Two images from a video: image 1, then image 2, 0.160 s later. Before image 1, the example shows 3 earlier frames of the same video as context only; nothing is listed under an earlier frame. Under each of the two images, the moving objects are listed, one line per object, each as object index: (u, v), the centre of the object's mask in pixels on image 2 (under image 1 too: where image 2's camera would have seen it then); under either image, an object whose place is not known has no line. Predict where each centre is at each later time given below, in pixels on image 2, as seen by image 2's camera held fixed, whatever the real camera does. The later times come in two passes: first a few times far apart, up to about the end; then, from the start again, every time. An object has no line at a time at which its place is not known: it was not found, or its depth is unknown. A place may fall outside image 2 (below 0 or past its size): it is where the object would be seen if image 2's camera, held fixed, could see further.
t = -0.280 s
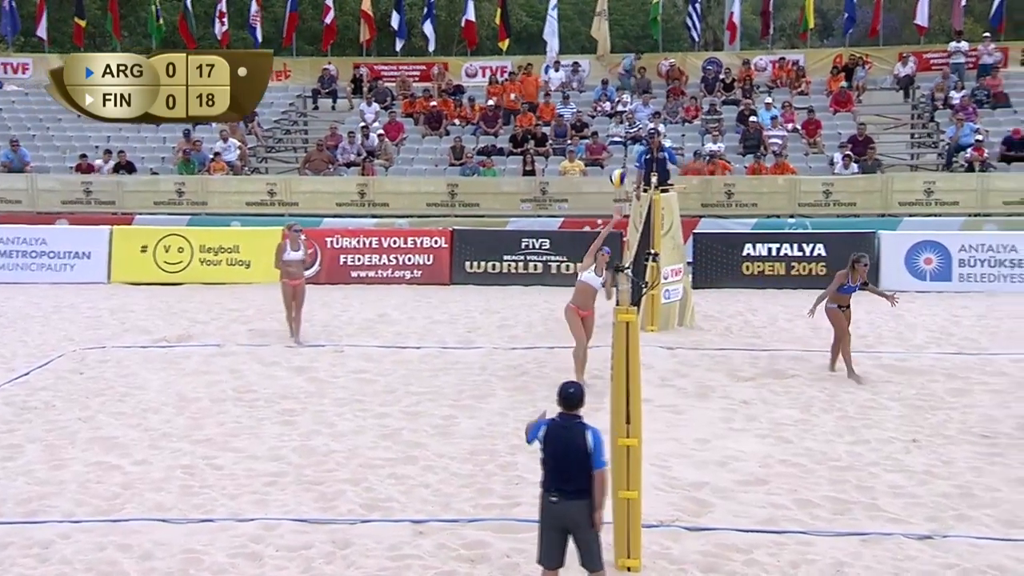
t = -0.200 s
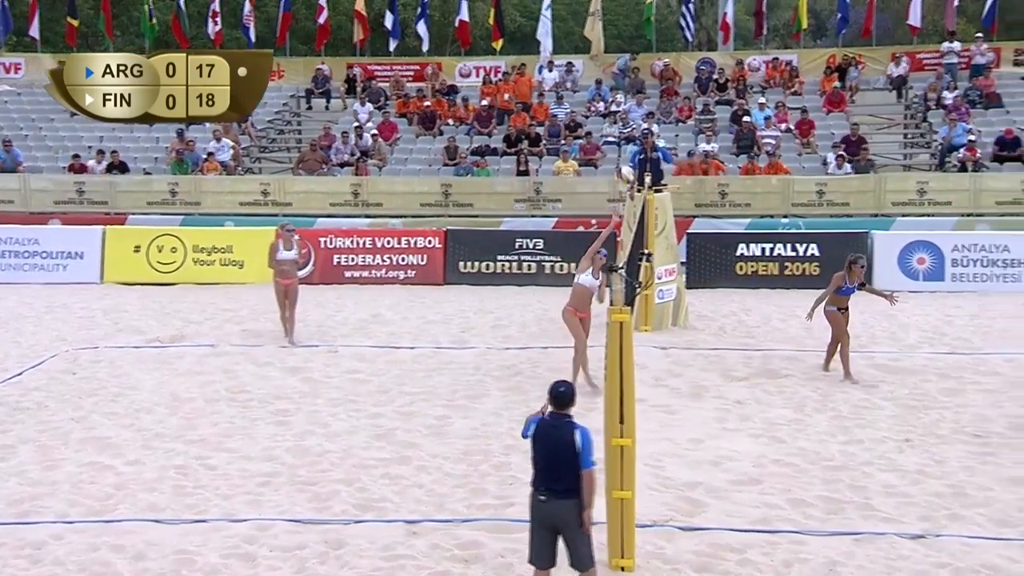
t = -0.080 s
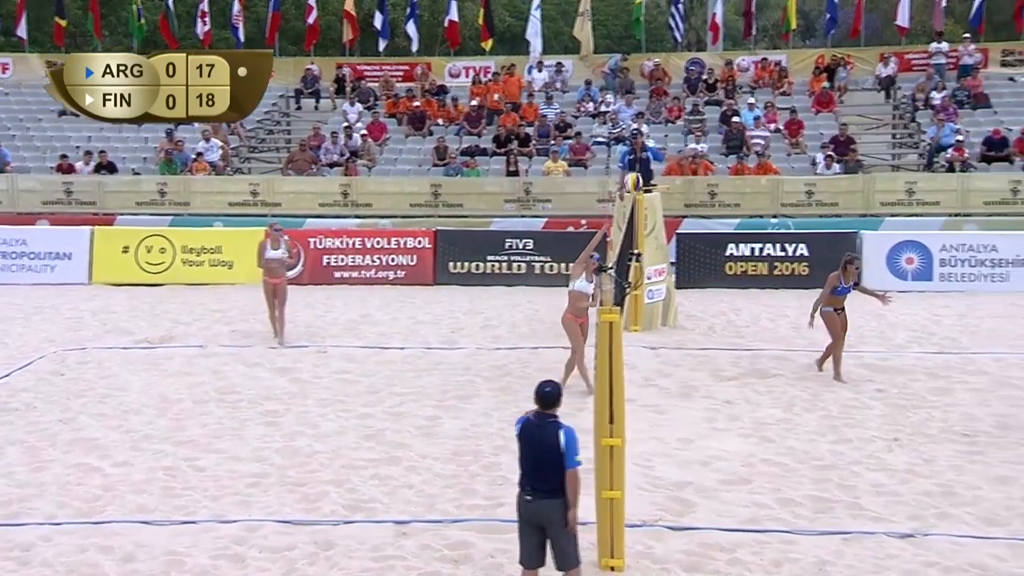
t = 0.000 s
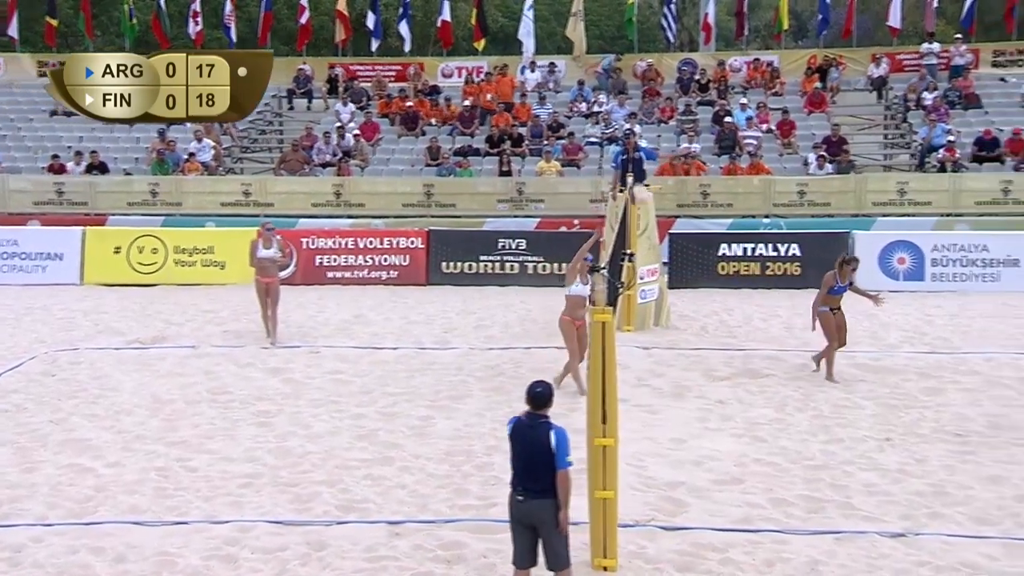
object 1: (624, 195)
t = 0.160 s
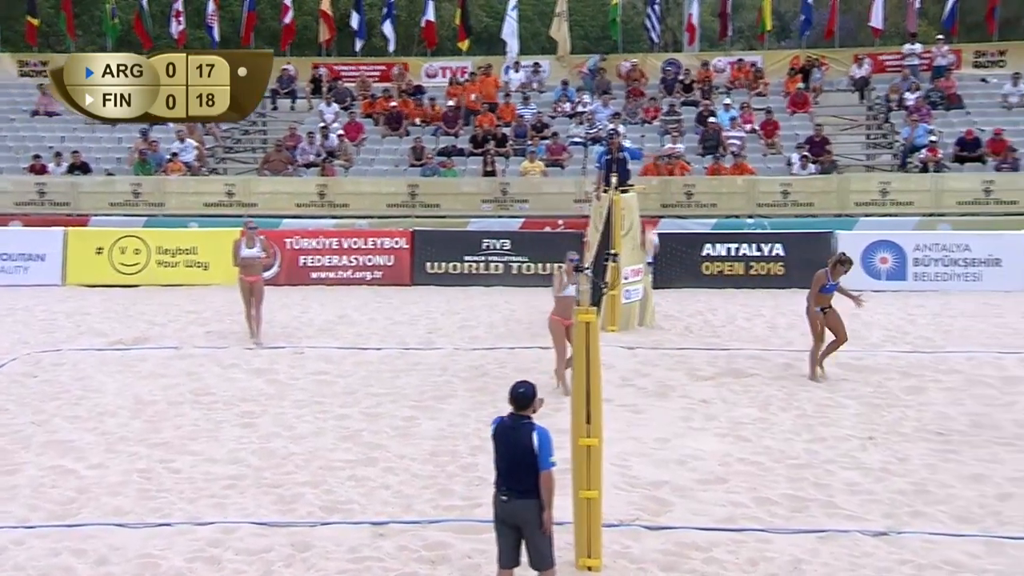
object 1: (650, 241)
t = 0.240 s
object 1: (662, 273)
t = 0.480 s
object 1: (705, 423)
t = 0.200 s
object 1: (657, 256)
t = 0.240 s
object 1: (662, 273)
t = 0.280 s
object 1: (668, 291)
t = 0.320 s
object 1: (674, 316)
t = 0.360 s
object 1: (680, 339)
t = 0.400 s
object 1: (689, 365)
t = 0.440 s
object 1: (696, 392)
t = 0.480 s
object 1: (705, 423)
